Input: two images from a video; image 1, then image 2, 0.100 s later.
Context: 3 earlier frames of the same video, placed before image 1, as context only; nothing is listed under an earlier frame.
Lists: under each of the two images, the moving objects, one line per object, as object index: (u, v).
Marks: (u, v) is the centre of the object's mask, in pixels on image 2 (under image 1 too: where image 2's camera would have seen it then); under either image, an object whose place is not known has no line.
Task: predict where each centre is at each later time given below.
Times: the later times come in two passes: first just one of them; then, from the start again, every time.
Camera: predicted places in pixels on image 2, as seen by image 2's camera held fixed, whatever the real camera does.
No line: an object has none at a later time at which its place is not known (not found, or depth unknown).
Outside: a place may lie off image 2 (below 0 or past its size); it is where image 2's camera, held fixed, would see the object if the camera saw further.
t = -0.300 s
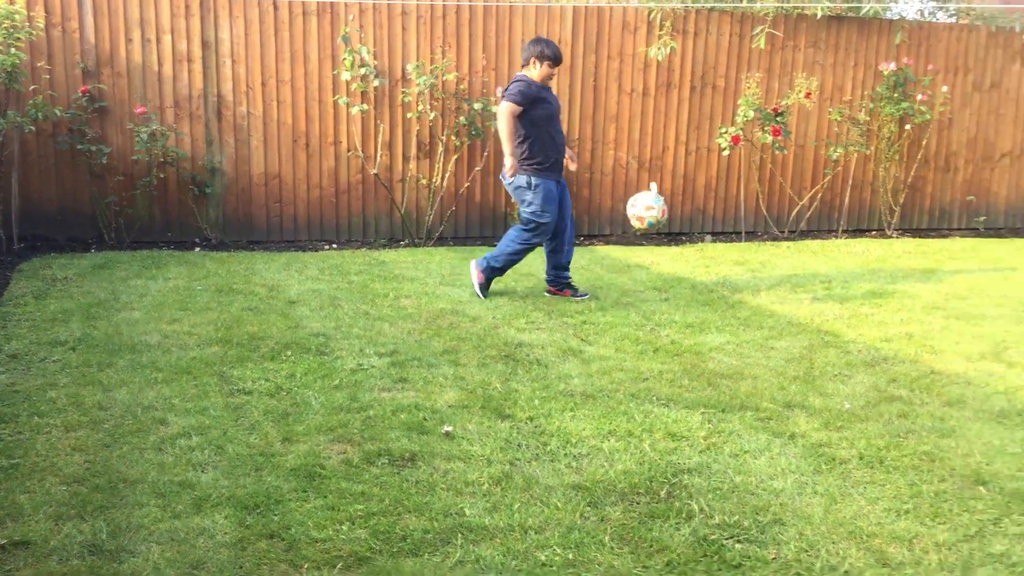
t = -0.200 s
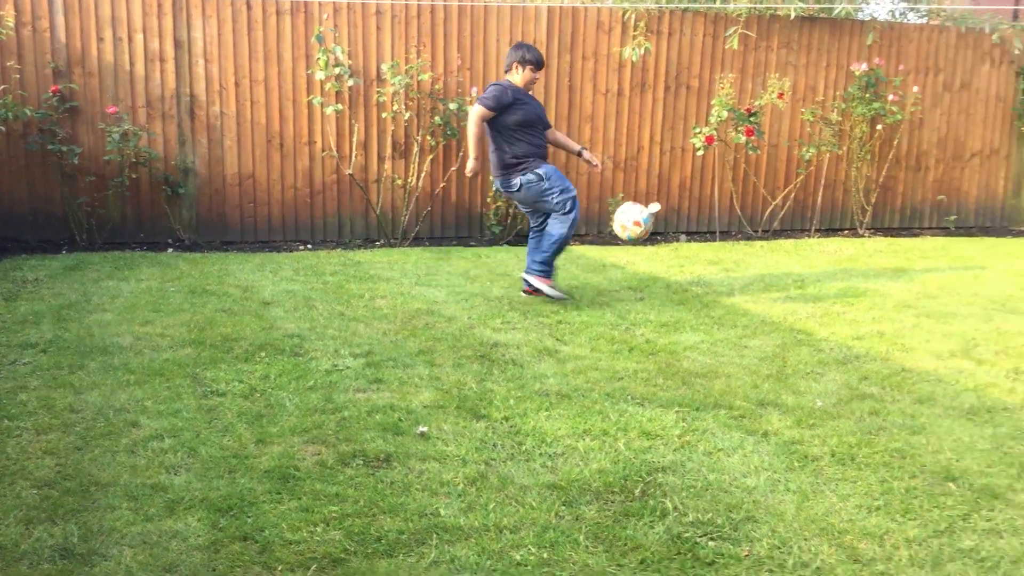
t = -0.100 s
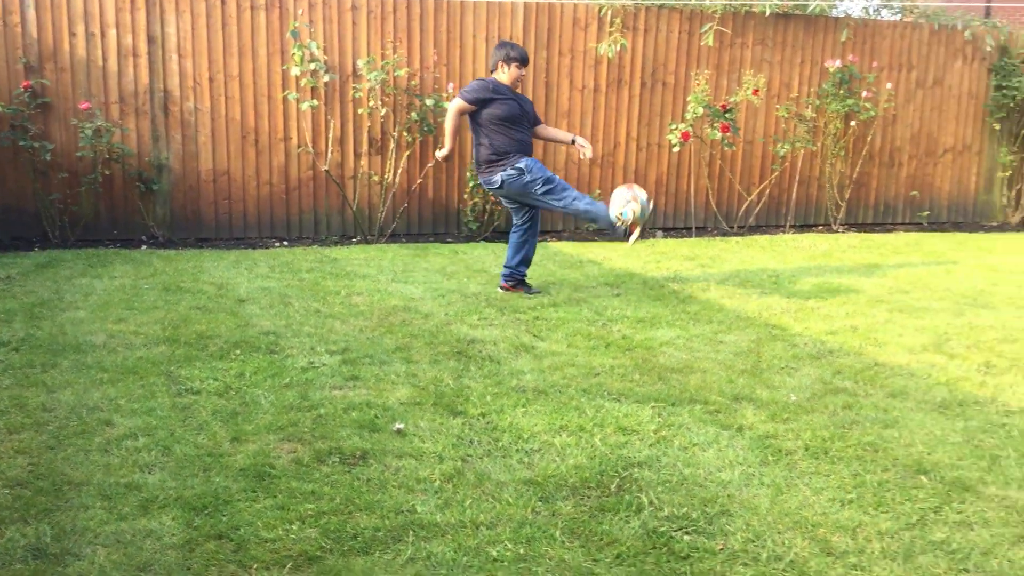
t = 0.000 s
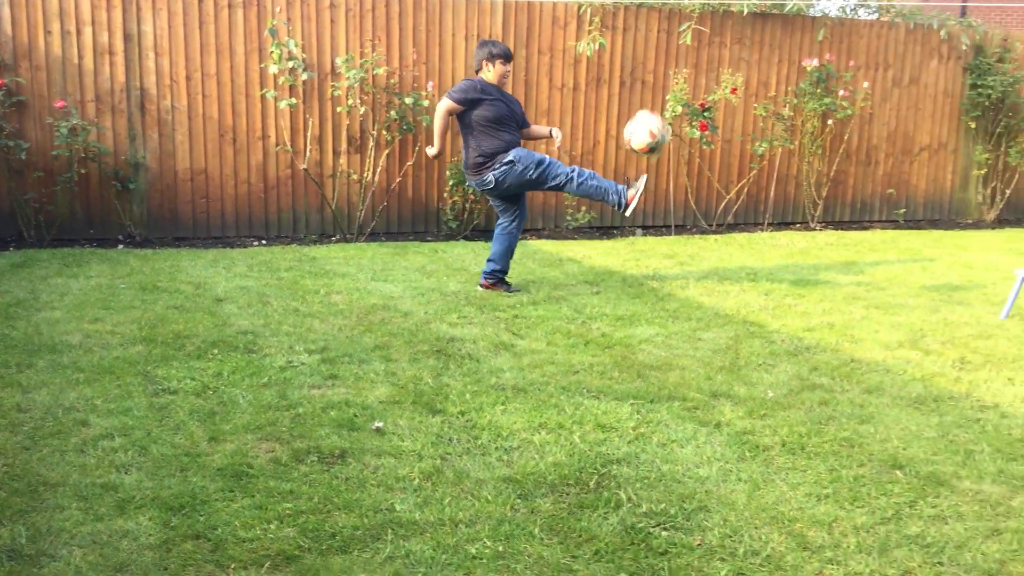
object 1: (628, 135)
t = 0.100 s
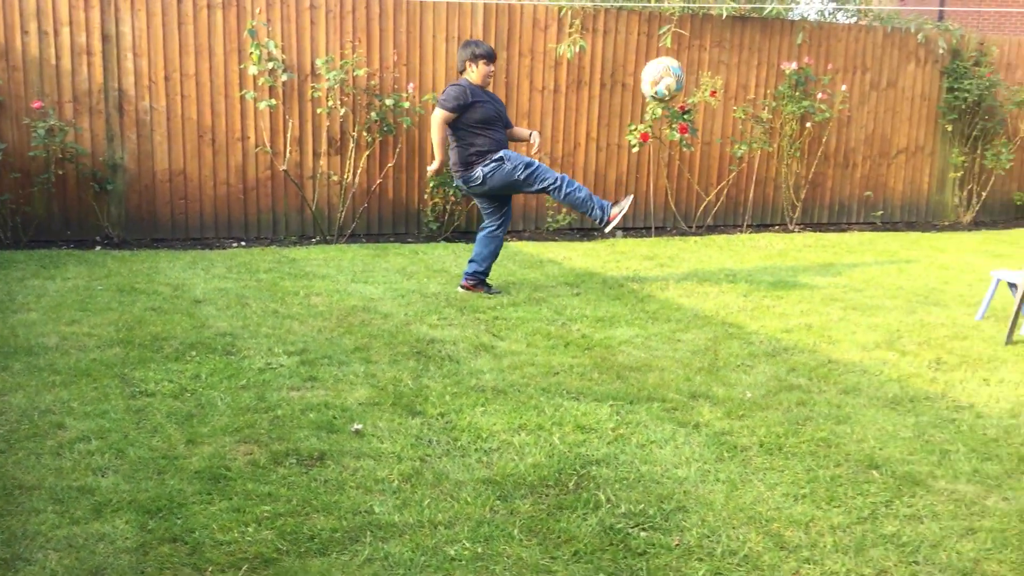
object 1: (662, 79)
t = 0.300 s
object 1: (739, 25)
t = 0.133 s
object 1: (675, 65)
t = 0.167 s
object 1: (688, 54)
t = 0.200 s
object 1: (702, 42)
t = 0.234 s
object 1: (714, 32)
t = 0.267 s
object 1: (726, 27)
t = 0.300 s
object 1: (739, 25)
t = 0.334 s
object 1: (752, 25)
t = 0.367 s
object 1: (765, 27)
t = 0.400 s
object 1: (778, 30)
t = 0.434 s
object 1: (790, 36)
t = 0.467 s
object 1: (801, 46)
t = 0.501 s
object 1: (814, 60)
